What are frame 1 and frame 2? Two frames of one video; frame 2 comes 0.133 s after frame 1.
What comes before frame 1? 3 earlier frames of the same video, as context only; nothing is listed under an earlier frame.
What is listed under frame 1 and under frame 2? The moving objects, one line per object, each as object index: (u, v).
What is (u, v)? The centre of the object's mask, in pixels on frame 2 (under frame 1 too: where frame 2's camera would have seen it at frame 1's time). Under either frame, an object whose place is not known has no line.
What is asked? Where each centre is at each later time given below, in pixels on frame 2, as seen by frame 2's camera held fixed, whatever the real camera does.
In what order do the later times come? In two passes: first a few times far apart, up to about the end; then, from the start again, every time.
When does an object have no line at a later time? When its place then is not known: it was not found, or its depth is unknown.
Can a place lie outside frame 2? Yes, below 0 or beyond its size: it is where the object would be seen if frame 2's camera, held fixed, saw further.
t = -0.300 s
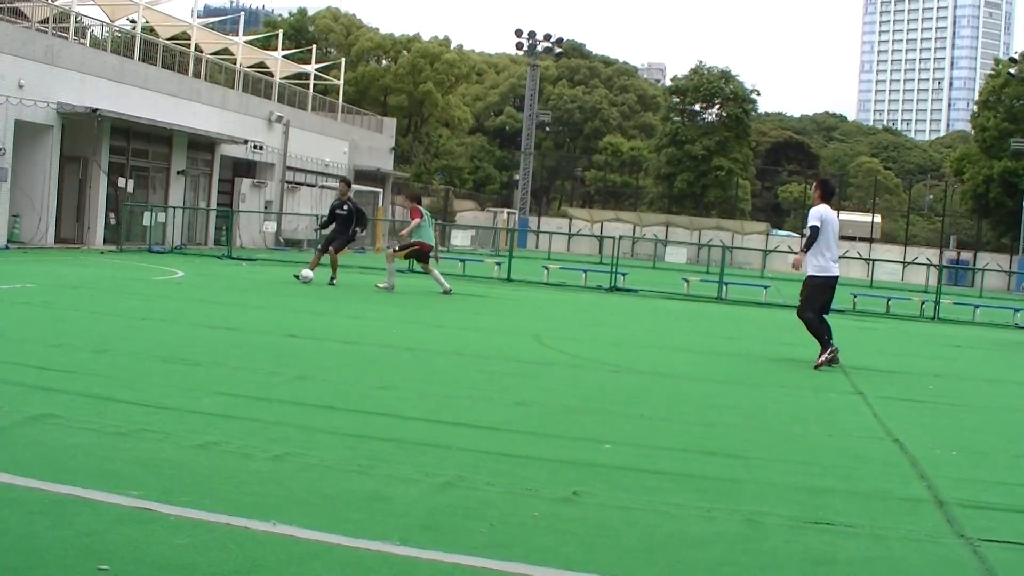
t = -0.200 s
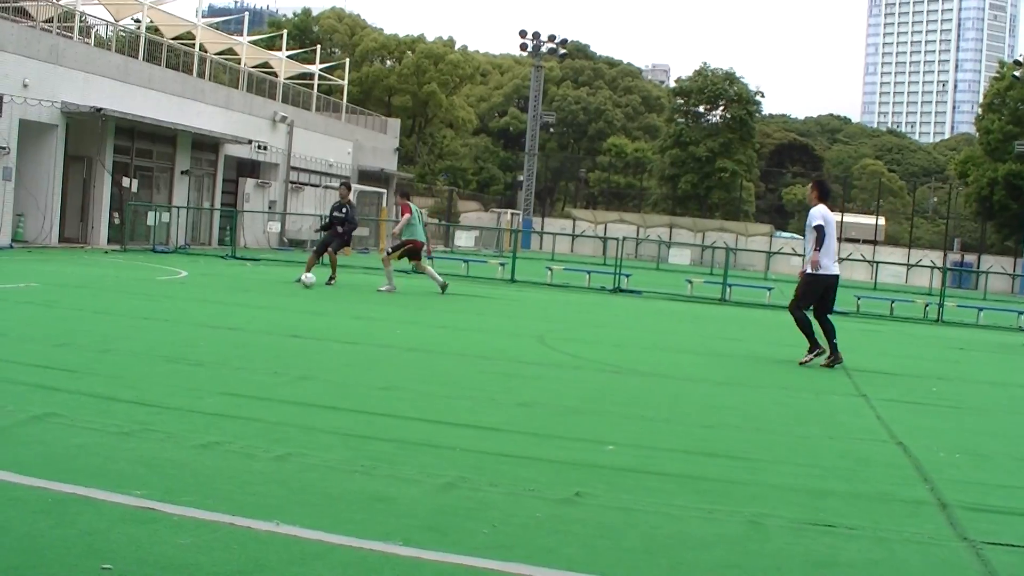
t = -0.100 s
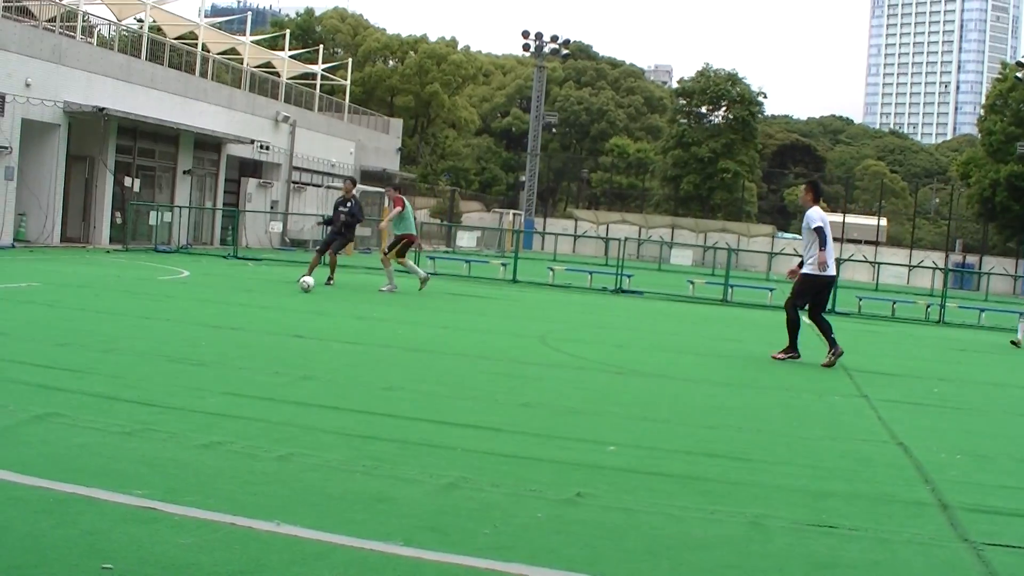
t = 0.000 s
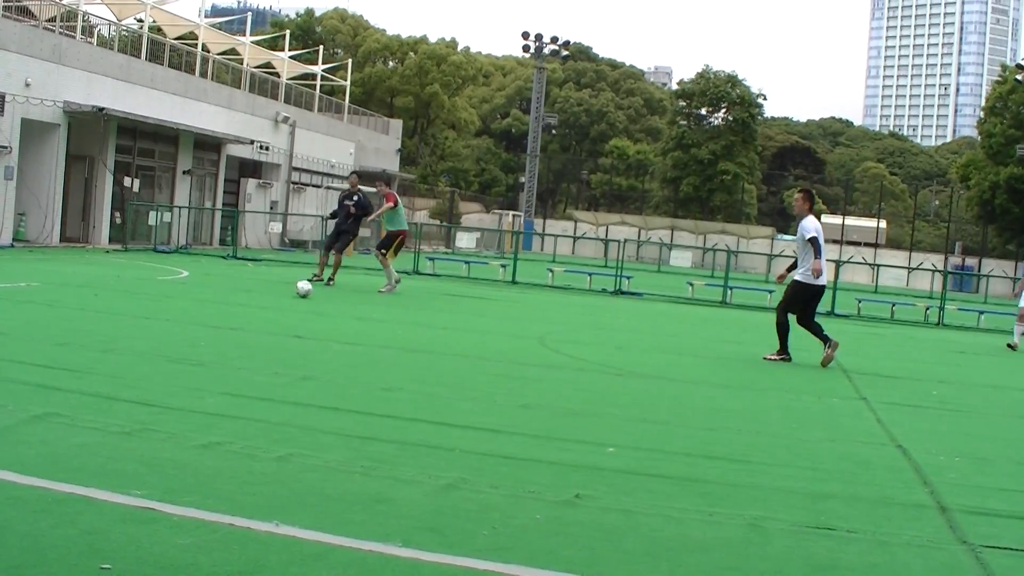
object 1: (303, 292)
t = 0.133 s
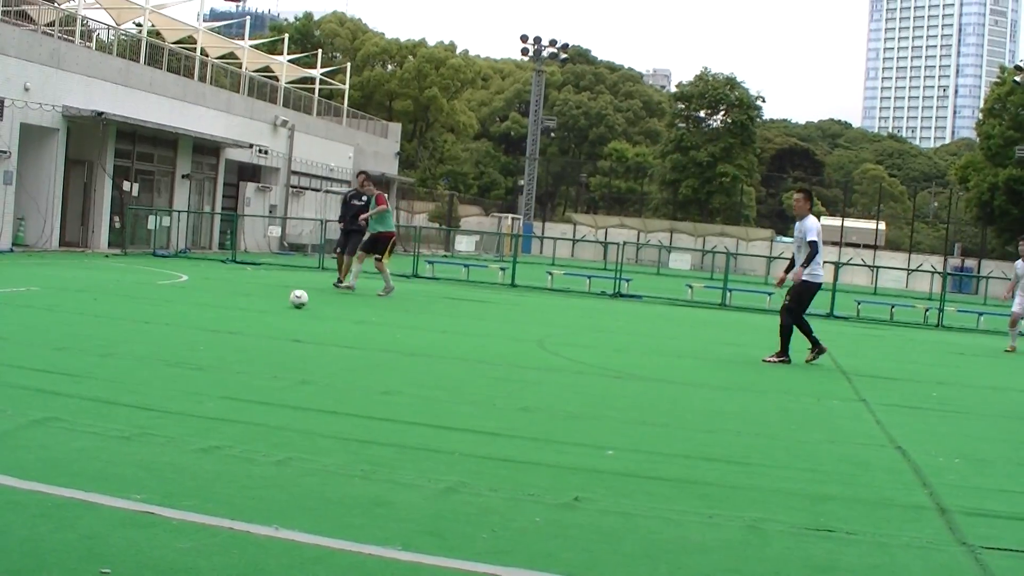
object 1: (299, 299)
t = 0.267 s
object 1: (294, 304)
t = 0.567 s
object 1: (282, 320)
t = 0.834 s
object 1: (268, 340)
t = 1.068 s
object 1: (254, 361)
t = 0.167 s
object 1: (298, 300)
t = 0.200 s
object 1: (297, 301)
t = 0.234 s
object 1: (296, 303)
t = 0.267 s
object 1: (294, 304)
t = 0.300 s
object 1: (293, 306)
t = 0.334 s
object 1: (292, 308)
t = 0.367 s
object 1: (291, 309)
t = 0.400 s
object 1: (289, 311)
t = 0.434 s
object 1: (288, 313)
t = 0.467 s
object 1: (287, 314)
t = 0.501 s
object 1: (285, 316)
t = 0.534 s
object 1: (284, 318)
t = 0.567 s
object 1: (282, 320)
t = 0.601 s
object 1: (280, 322)
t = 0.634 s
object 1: (278, 325)
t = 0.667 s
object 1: (276, 326)
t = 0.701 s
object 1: (275, 328)
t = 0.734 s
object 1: (273, 332)
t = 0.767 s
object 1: (271, 334)
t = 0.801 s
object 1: (269, 338)
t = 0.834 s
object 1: (268, 340)
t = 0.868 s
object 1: (266, 344)
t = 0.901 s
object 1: (265, 346)
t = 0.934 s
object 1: (263, 349)
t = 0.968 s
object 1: (261, 352)
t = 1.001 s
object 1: (259, 355)
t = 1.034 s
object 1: (256, 358)
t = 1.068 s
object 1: (254, 361)
